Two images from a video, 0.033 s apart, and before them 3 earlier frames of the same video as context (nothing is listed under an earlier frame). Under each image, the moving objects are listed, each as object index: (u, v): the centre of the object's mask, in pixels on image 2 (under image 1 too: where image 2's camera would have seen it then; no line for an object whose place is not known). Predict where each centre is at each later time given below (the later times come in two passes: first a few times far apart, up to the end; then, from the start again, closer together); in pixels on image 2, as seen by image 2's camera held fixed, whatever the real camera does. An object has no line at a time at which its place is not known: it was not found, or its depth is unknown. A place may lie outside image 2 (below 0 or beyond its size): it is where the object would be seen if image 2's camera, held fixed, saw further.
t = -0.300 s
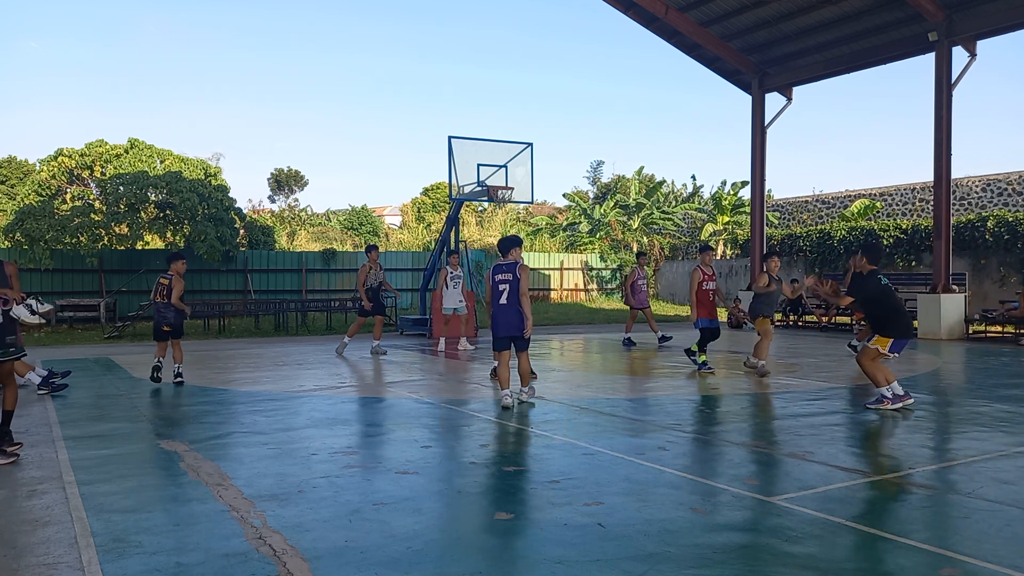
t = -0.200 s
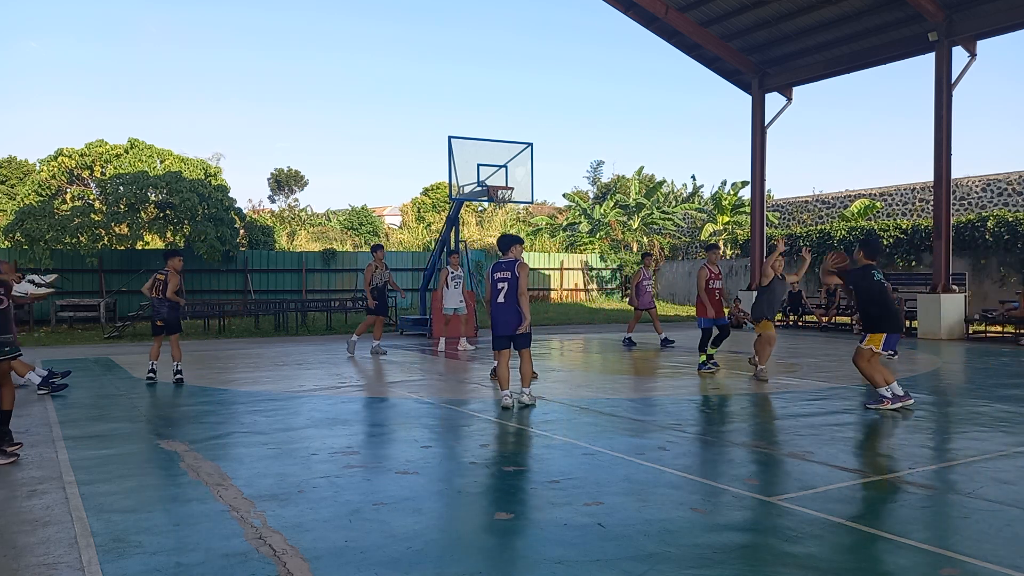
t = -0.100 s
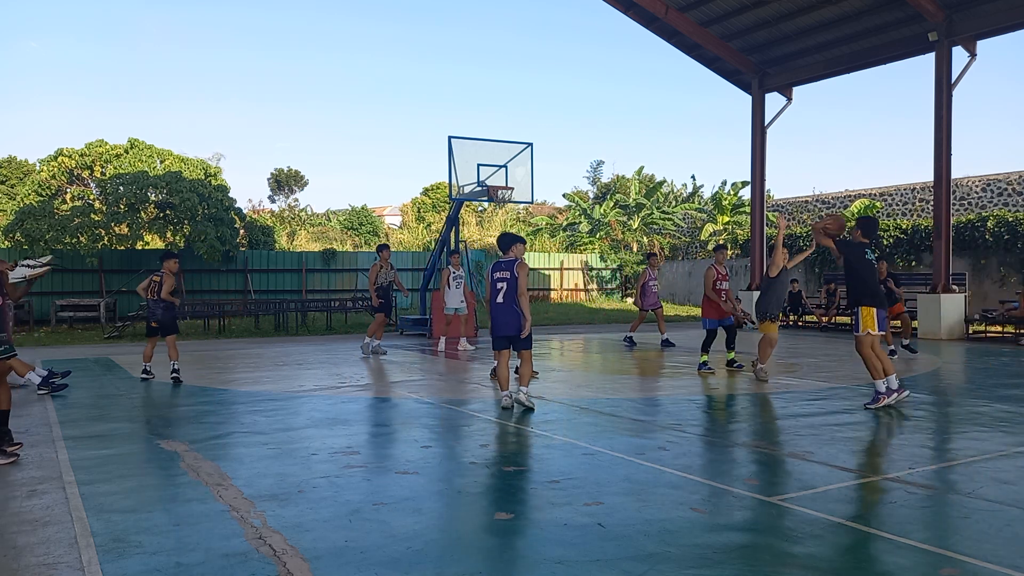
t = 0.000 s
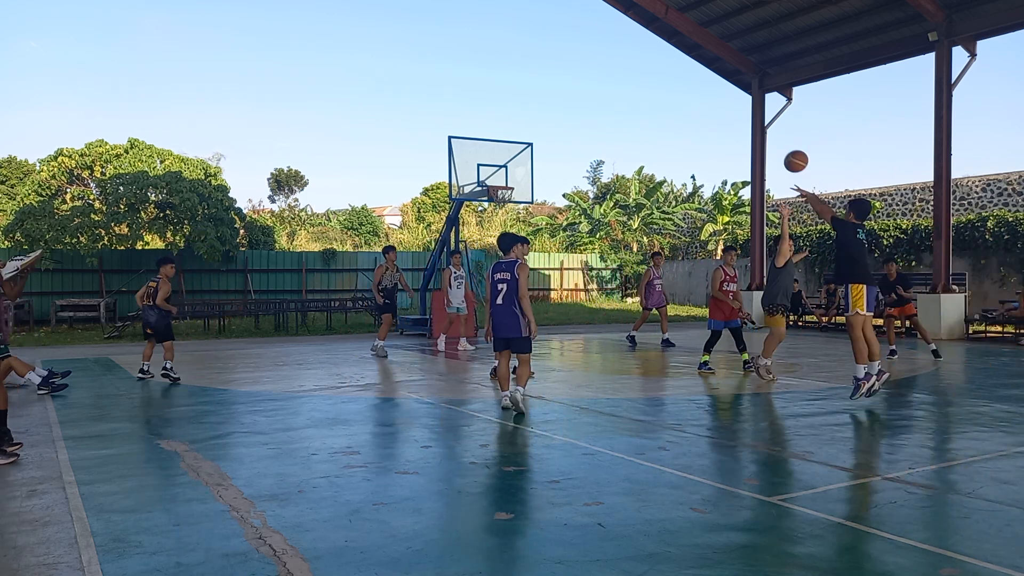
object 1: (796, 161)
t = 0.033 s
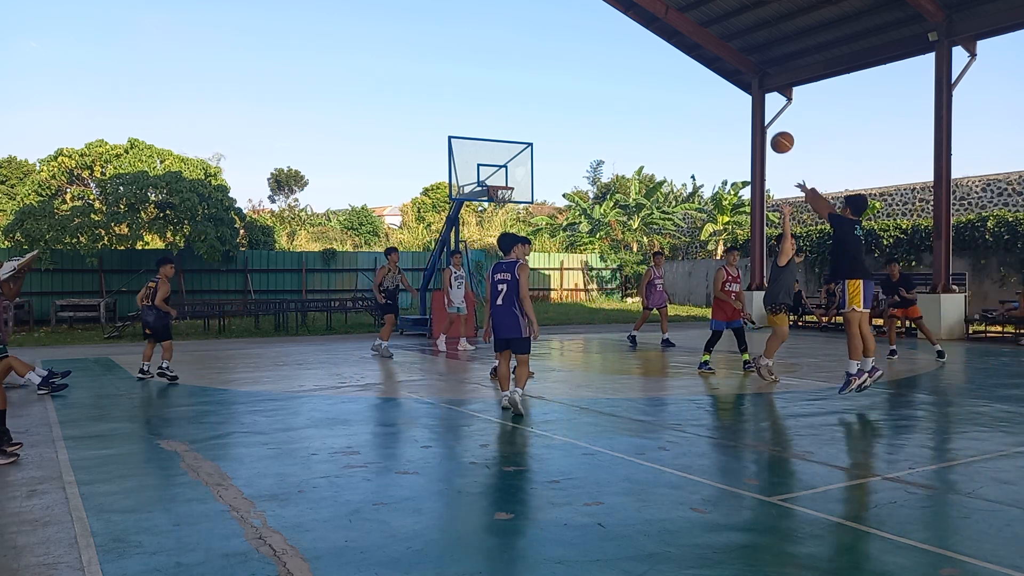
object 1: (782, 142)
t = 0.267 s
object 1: (699, 54)
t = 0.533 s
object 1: (627, 21)
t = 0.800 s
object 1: (570, 41)
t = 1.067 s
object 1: (525, 97)
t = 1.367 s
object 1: (484, 180)
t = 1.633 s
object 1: (454, 165)
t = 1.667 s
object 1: (452, 165)
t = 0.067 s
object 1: (770, 125)
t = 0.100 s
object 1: (756, 110)
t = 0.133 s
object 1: (744, 96)
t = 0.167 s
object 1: (732, 83)
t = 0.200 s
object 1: (721, 72)
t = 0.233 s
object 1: (710, 63)
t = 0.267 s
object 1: (699, 54)
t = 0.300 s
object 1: (689, 47)
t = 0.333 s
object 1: (679, 40)
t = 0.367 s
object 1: (670, 35)
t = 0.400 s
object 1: (661, 30)
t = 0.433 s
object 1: (652, 27)
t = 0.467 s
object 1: (643, 24)
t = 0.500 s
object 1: (635, 22)
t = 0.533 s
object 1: (627, 21)
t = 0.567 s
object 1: (619, 21)
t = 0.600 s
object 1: (611, 22)
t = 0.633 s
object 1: (604, 24)
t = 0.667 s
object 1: (597, 26)
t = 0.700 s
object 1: (590, 29)
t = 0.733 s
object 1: (583, 32)
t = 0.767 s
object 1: (576, 36)
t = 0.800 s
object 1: (570, 41)
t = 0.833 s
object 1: (564, 46)
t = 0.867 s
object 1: (558, 52)
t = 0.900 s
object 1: (552, 58)
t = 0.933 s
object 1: (546, 65)
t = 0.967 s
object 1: (541, 72)
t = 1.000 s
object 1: (536, 80)
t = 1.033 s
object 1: (530, 88)
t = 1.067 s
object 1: (525, 97)
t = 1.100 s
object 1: (520, 106)
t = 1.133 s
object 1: (515, 115)
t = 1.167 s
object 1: (511, 125)
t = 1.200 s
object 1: (506, 135)
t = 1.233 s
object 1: (502, 145)
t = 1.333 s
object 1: (489, 179)
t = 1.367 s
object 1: (484, 180)
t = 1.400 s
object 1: (477, 177)
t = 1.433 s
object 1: (471, 175)
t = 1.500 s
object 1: (463, 171)
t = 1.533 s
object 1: (461, 168)
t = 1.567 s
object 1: (459, 167)
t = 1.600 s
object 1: (456, 165)
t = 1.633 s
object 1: (454, 165)
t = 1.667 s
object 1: (452, 165)
